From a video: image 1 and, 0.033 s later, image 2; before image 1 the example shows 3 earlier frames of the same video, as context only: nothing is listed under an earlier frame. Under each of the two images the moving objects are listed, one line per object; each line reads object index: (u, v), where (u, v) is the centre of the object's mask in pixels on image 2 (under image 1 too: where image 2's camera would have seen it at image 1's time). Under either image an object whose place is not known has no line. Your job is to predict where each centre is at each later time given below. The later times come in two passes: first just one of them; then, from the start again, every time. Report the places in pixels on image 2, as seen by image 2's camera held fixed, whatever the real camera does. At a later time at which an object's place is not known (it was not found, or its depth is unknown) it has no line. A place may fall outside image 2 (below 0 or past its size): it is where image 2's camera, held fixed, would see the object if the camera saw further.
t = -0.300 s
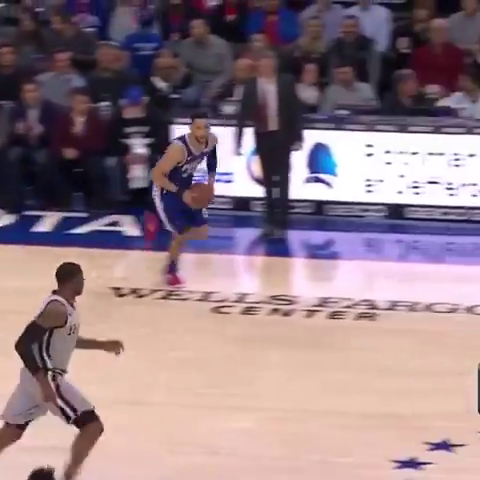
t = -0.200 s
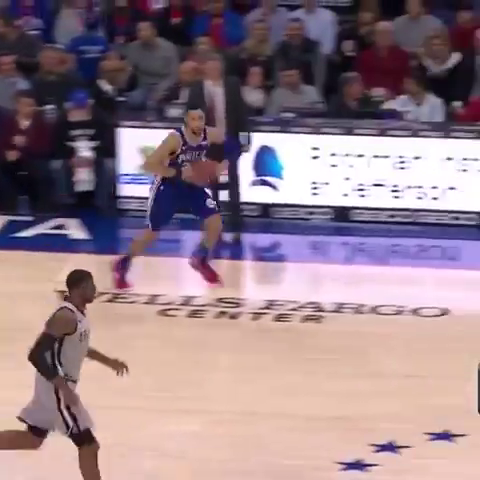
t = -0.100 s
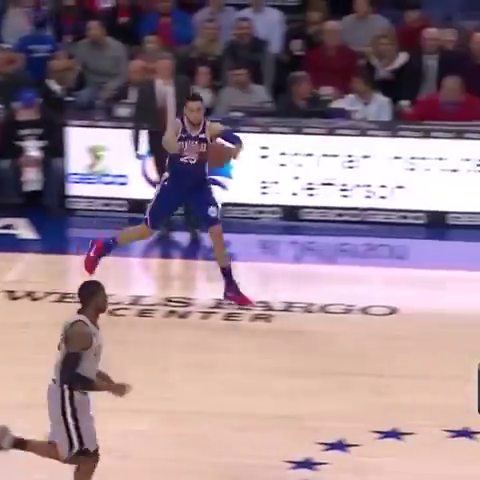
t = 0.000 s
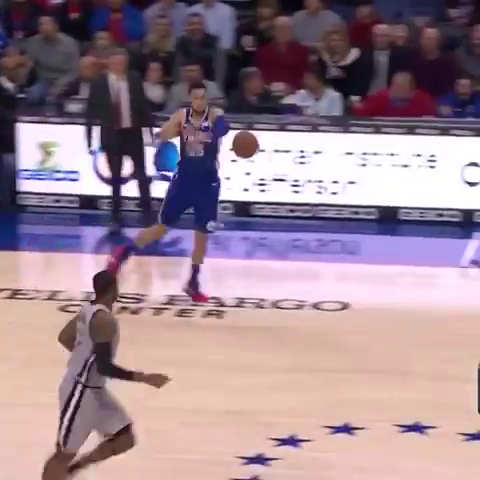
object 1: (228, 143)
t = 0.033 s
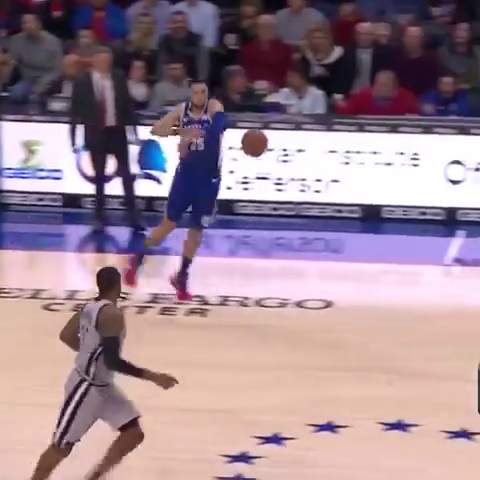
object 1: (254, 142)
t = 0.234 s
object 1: (422, 162)
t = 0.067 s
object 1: (281, 143)
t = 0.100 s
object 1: (308, 145)
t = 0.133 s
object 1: (336, 148)
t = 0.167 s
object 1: (364, 152)
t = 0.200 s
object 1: (393, 156)
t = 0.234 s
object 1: (422, 162)
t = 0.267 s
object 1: (453, 169)
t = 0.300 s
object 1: (485, 177)
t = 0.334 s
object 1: (517, 187)
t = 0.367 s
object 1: (551, 198)
